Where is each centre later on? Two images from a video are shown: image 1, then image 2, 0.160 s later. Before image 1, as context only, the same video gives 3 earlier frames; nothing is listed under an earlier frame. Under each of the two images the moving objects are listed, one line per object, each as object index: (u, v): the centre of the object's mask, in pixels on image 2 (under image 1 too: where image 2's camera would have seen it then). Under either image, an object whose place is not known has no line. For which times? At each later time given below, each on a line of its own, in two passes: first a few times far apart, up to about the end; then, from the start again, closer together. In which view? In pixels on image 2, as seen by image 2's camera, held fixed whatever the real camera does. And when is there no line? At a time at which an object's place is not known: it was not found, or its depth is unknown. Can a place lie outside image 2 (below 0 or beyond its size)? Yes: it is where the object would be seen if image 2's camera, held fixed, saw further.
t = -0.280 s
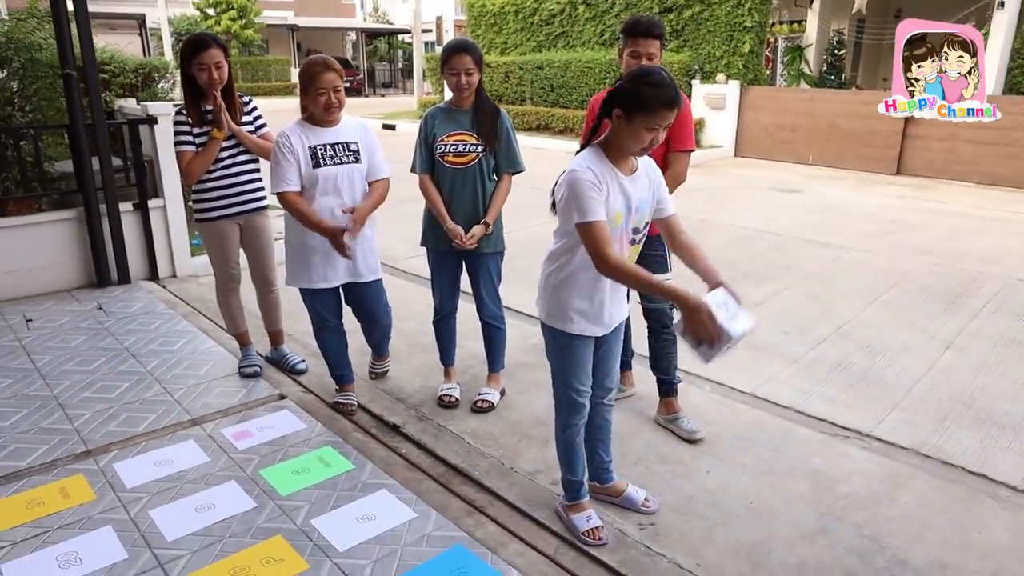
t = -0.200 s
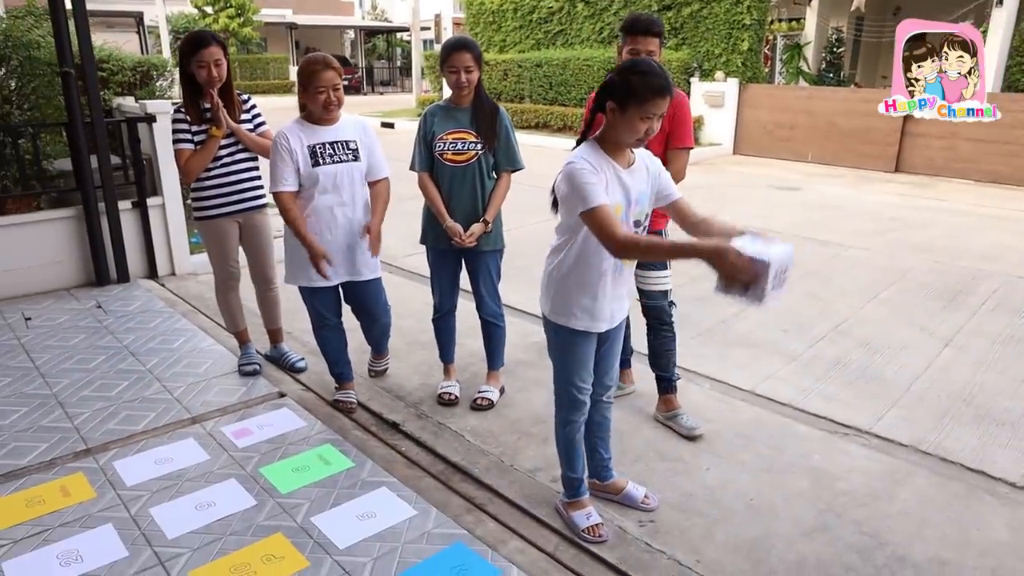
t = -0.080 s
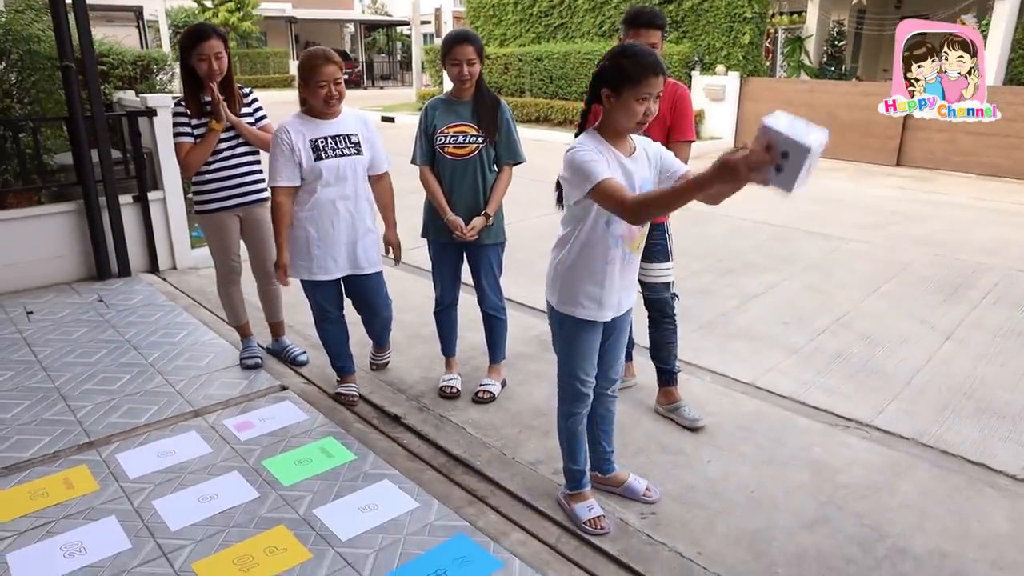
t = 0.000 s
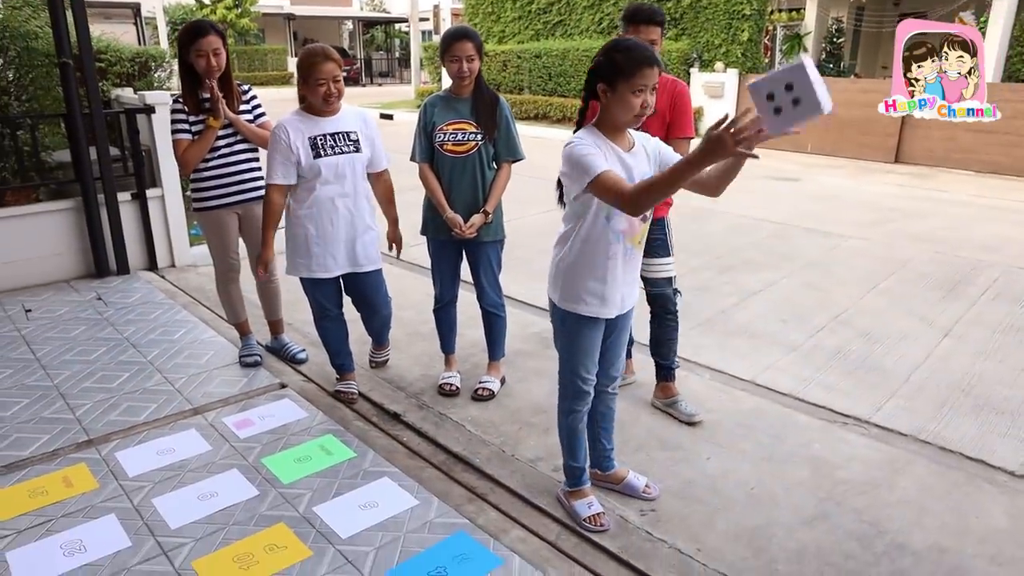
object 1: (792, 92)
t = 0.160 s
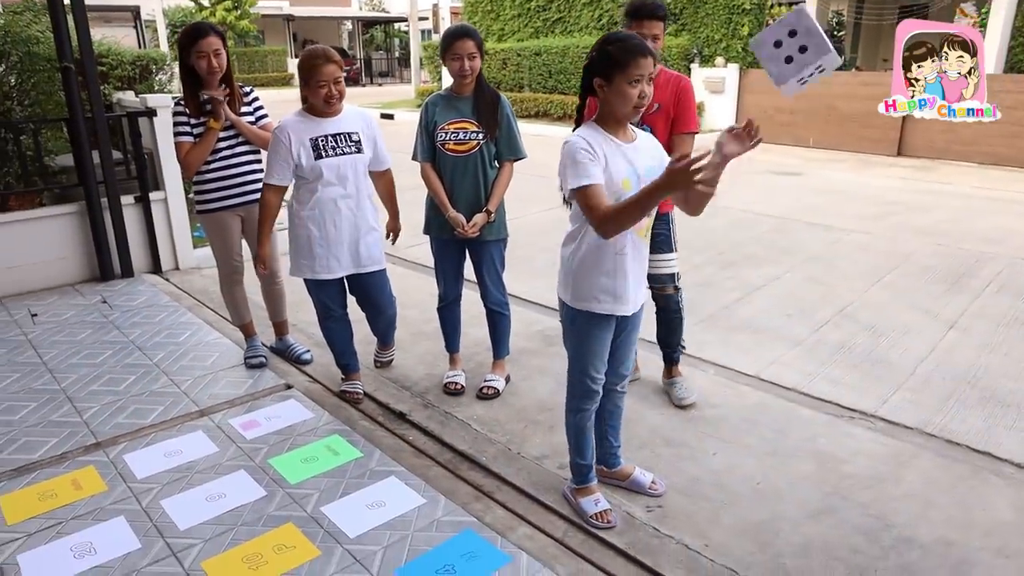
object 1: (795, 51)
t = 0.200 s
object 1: (795, 57)
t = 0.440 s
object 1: (775, 222)
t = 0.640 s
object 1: (749, 467)
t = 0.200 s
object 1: (795, 57)
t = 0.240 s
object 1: (793, 70)
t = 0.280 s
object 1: (790, 90)
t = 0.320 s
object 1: (788, 115)
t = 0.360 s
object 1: (784, 145)
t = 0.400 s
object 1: (780, 183)
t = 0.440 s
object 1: (775, 222)
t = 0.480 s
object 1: (770, 264)
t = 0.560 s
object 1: (757, 361)
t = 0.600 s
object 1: (753, 414)
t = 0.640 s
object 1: (749, 467)
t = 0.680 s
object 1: (742, 517)
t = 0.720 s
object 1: (741, 553)
